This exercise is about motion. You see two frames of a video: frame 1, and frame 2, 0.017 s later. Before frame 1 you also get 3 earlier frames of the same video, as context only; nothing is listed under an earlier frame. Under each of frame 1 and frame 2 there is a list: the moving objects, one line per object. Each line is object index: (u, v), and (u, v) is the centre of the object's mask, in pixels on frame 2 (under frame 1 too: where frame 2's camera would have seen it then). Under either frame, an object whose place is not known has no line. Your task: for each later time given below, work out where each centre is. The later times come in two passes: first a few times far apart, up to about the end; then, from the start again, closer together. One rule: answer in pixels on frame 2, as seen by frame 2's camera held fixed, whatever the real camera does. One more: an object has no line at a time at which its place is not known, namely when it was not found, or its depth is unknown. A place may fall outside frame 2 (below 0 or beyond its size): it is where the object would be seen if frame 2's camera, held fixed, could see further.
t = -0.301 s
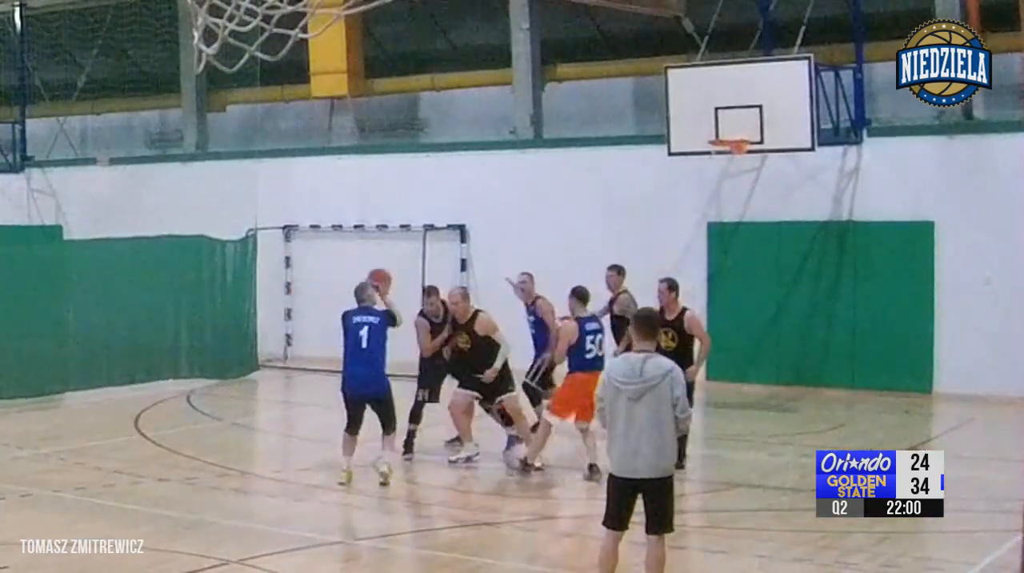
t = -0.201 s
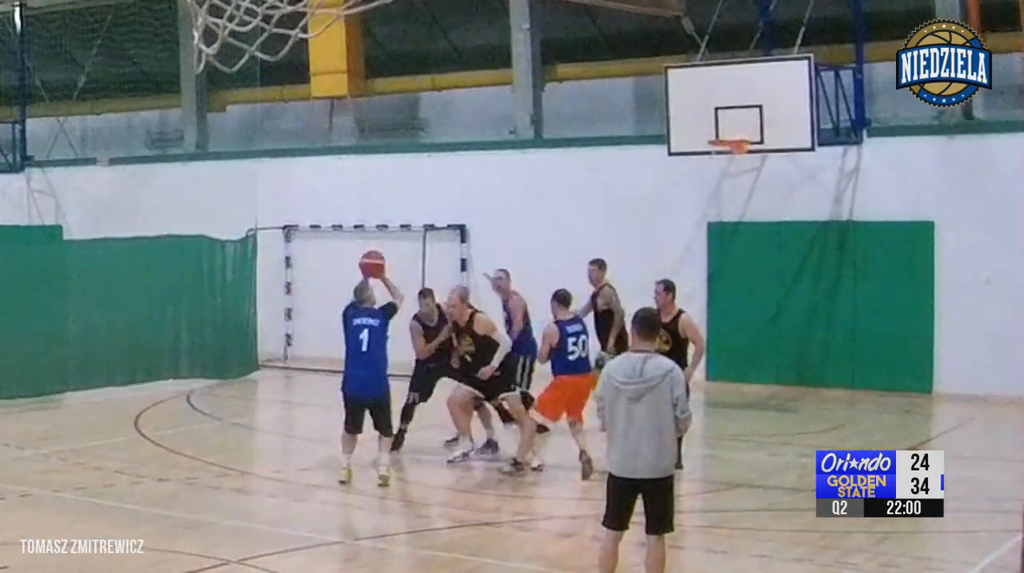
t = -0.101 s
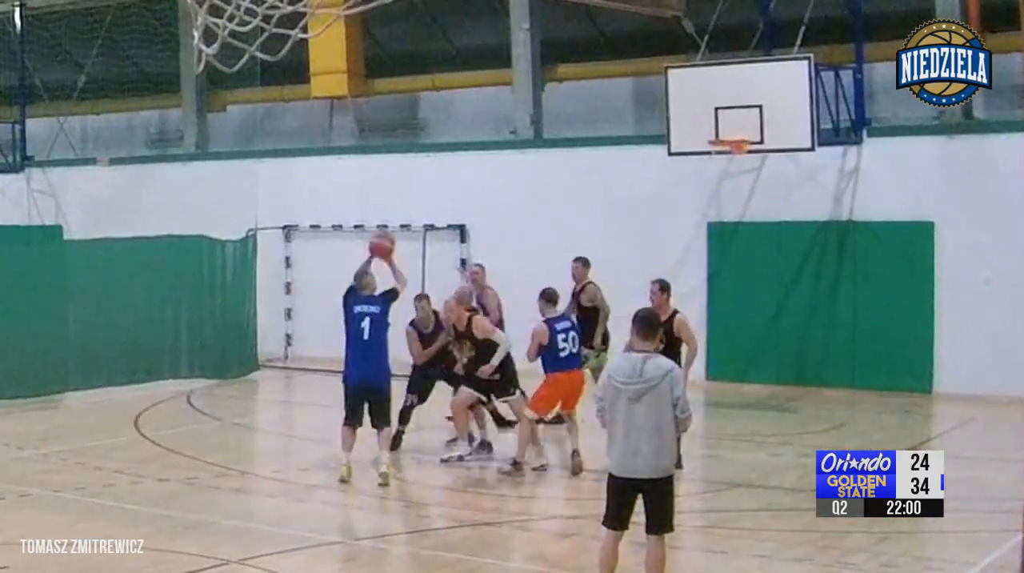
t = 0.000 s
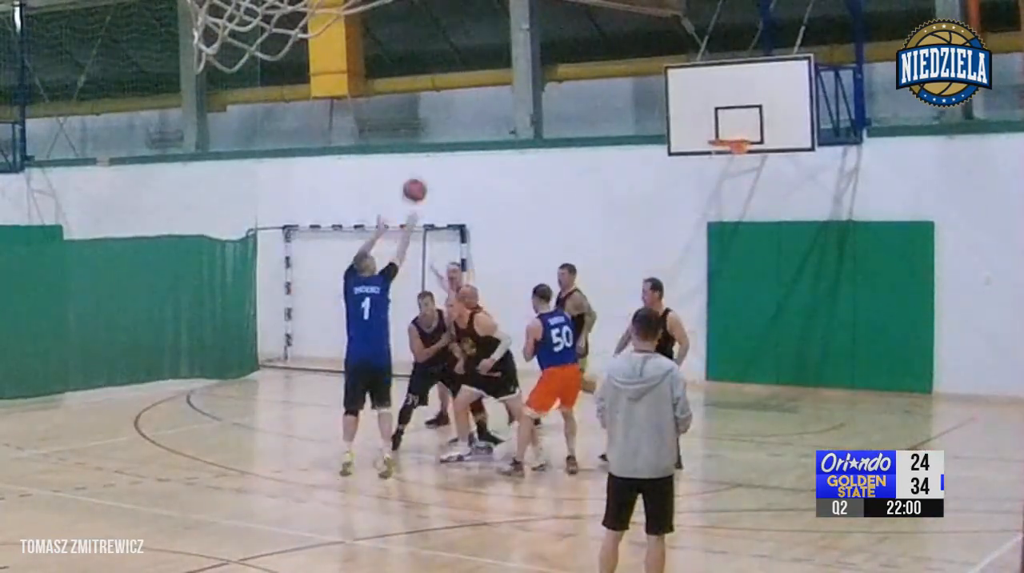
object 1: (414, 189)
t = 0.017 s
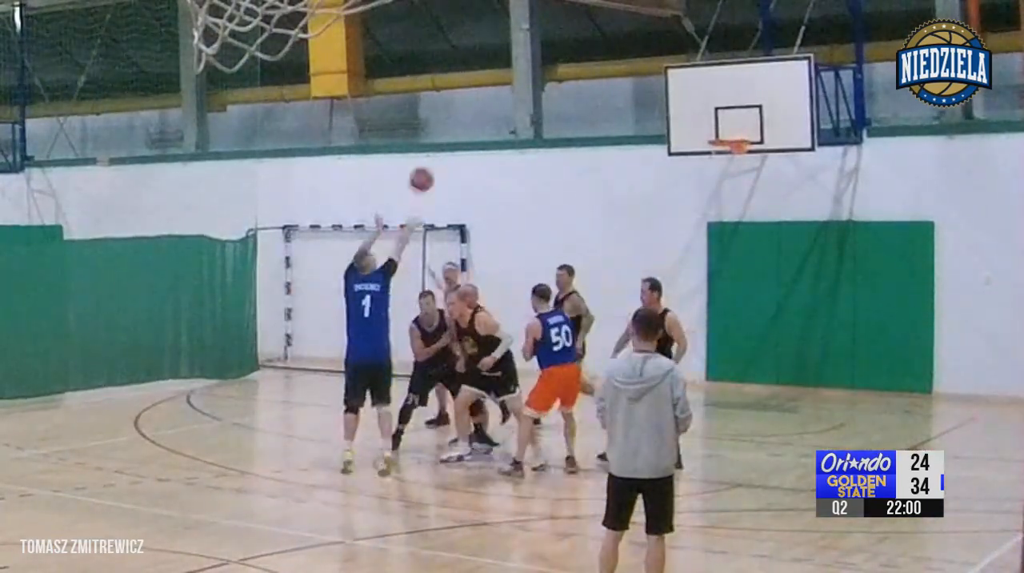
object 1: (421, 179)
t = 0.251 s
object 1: (504, 67)
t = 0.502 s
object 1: (585, 21)
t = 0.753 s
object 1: (655, 35)
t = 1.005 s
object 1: (718, 102)
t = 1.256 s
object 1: (731, 144)
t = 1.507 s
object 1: (714, 199)
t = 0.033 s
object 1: (427, 169)
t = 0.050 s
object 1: (434, 158)
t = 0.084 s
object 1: (448, 140)
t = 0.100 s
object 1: (453, 132)
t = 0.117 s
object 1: (460, 122)
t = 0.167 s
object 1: (477, 99)
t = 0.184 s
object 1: (483, 91)
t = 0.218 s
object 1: (495, 78)
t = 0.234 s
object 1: (500, 73)
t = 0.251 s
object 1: (504, 67)
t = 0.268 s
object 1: (509, 62)
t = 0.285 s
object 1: (515, 59)
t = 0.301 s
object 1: (524, 54)
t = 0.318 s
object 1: (528, 50)
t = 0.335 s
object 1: (534, 45)
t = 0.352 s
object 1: (540, 41)
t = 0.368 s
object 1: (543, 38)
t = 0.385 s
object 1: (550, 36)
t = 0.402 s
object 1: (554, 33)
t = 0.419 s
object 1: (558, 31)
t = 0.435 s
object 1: (564, 27)
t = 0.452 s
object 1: (569, 26)
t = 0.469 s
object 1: (575, 24)
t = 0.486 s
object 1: (579, 22)
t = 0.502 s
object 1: (585, 21)
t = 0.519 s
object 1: (590, 20)
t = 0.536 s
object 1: (594, 20)
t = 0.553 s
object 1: (599, 19)
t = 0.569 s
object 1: (604, 19)
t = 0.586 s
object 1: (609, 19)
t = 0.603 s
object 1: (614, 20)
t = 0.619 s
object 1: (618, 21)
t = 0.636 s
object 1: (624, 21)
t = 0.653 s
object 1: (628, 23)
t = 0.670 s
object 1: (633, 24)
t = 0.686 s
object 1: (637, 26)
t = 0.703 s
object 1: (642, 28)
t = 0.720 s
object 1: (646, 29)
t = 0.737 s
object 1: (650, 32)
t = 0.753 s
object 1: (655, 35)
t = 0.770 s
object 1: (660, 38)
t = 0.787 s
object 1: (664, 41)
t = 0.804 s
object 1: (668, 44)
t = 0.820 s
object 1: (673, 47)
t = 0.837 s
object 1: (677, 51)
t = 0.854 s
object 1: (681, 55)
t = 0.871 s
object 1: (685, 59)
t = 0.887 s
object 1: (689, 64)
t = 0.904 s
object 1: (694, 69)
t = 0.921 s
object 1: (698, 74)
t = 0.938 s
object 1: (702, 79)
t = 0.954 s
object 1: (706, 85)
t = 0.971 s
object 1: (710, 90)
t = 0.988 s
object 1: (714, 96)
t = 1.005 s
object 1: (718, 102)
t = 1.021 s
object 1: (721, 108)
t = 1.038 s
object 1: (725, 115)
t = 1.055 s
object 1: (729, 123)
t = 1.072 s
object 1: (730, 126)
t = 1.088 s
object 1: (729, 130)
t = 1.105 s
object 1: (728, 131)
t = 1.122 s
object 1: (727, 133)
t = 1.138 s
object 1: (726, 134)
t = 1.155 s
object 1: (723, 139)
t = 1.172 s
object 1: (723, 143)
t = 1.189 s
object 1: (724, 143)
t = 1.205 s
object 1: (727, 141)
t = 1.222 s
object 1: (728, 143)
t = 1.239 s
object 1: (730, 142)
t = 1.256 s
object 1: (731, 144)
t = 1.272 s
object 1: (730, 148)
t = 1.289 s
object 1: (727, 150)
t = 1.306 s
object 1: (728, 154)
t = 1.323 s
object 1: (726, 158)
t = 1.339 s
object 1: (725, 159)
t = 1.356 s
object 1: (724, 163)
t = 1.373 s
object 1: (723, 166)
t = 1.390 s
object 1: (722, 169)
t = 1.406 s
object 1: (721, 173)
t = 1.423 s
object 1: (719, 177)
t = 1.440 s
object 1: (718, 180)
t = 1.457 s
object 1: (717, 185)
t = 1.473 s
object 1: (716, 189)
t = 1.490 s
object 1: (715, 194)
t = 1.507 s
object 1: (714, 199)
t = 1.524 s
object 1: (713, 204)
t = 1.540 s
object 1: (711, 210)
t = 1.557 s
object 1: (710, 215)
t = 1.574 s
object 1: (708, 220)
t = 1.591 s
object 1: (707, 228)
